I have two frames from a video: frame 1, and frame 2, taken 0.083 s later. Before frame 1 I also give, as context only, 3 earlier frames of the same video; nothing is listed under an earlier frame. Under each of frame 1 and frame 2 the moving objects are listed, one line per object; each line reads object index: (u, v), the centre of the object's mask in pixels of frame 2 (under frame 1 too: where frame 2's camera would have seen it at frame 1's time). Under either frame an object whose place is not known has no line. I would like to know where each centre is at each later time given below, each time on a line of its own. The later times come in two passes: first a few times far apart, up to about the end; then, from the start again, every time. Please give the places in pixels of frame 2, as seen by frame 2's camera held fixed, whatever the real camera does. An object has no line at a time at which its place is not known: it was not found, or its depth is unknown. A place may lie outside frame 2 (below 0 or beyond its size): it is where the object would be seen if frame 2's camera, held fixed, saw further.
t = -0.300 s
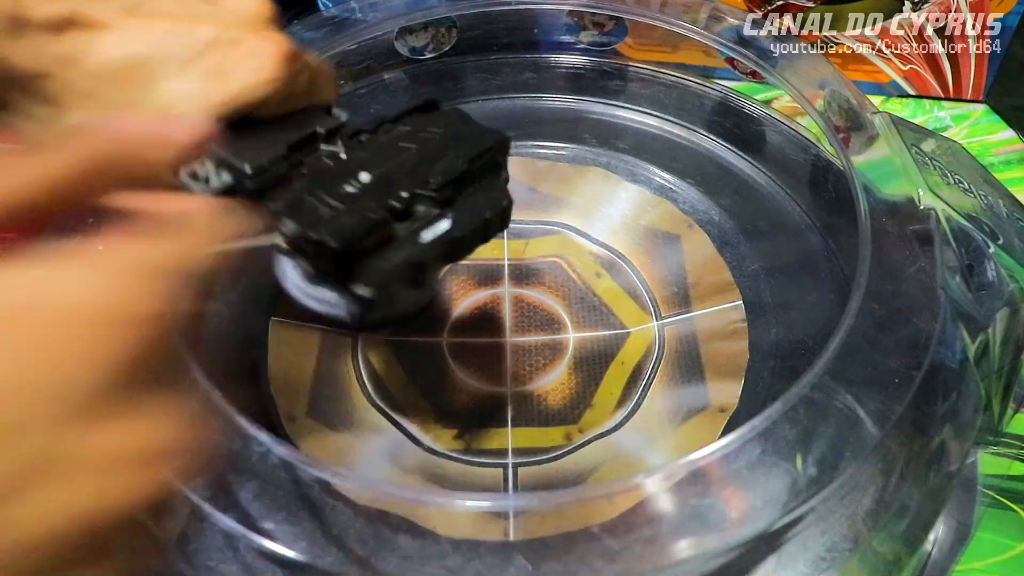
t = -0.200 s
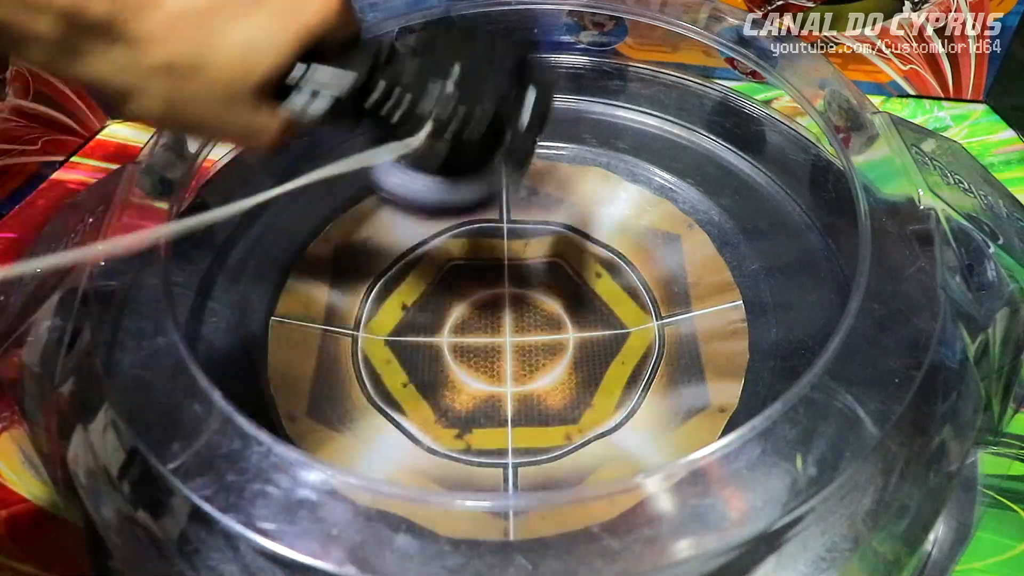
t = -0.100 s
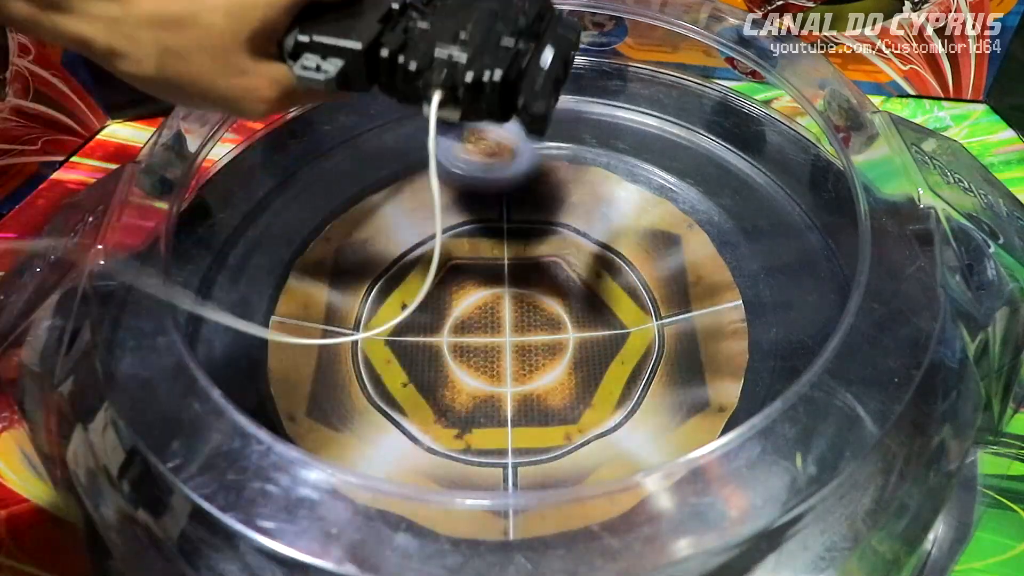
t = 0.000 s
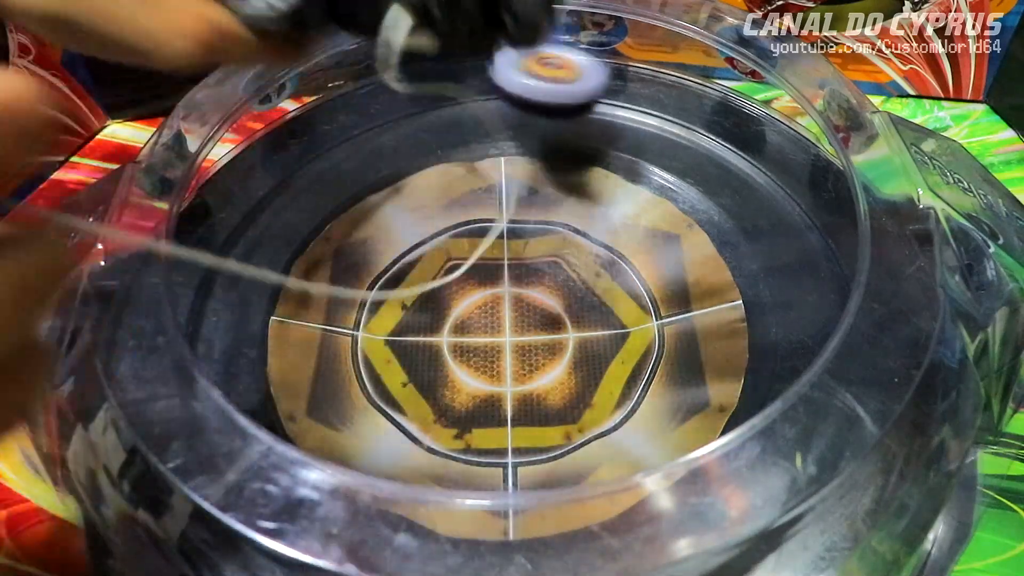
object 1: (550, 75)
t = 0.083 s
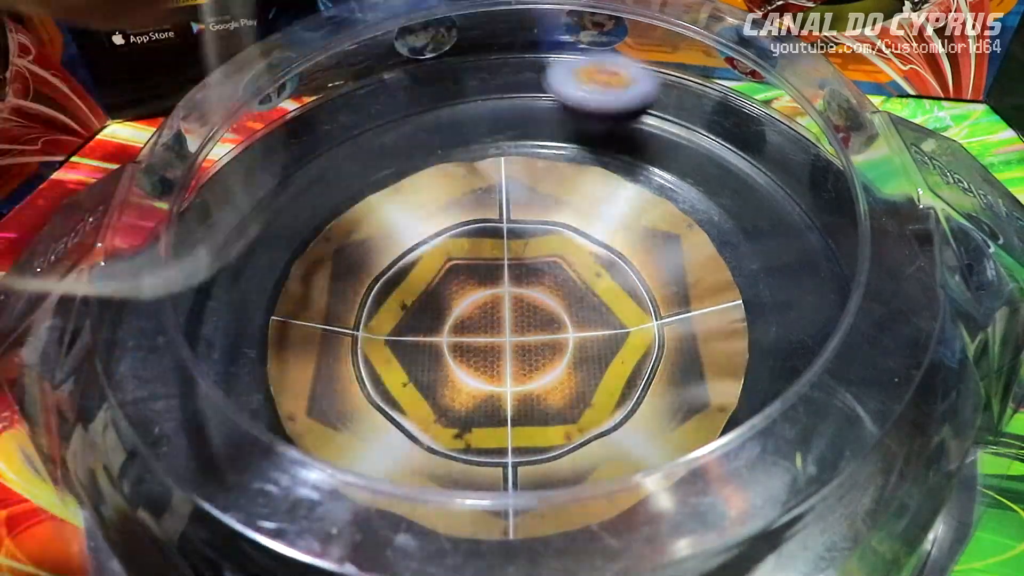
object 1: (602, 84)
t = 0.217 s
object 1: (679, 89)
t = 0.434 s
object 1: (811, 220)
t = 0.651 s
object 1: (875, 415)
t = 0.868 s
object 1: (728, 535)
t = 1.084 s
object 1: (662, 550)
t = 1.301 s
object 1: (755, 524)
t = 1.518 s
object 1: (835, 464)
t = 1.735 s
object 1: (875, 387)
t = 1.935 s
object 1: (786, 327)
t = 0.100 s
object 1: (612, 74)
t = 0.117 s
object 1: (622, 68)
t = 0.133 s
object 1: (635, 66)
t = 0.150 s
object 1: (644, 68)
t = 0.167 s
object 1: (654, 75)
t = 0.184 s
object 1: (663, 85)
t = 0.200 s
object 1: (671, 87)
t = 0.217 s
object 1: (679, 89)
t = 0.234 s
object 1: (688, 95)
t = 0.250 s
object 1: (697, 107)
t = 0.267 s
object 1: (704, 121)
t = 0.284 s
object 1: (713, 130)
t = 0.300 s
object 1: (723, 135)
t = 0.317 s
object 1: (734, 142)
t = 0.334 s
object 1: (745, 156)
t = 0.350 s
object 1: (754, 169)
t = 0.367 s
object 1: (765, 176)
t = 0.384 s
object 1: (778, 186)
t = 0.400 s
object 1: (788, 199)
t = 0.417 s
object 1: (798, 209)
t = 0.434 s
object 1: (811, 220)
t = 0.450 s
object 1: (824, 232)
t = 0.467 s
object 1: (841, 244)
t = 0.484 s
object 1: (852, 255)
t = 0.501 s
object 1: (859, 267)
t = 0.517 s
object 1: (865, 283)
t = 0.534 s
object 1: (872, 297)
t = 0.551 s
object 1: (873, 312)
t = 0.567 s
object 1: (877, 328)
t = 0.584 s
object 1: (879, 344)
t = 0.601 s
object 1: (878, 362)
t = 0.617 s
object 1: (878, 378)
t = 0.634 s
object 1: (874, 395)
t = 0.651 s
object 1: (875, 415)
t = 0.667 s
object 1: (870, 432)
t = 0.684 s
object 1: (857, 443)
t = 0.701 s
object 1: (843, 453)
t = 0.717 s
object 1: (831, 466)
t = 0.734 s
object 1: (820, 478)
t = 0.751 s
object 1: (807, 492)
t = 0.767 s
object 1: (795, 500)
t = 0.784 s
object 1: (785, 508)
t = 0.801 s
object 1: (774, 515)
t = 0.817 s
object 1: (763, 521)
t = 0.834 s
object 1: (754, 526)
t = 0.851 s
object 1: (744, 532)
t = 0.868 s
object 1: (728, 535)
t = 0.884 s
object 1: (713, 536)
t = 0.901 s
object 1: (702, 538)
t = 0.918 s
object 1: (694, 541)
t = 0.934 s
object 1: (684, 542)
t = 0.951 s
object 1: (677, 544)
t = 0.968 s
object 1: (671, 546)
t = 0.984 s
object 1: (667, 547)
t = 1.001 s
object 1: (662, 548)
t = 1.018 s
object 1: (658, 548)
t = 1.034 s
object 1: (658, 549)
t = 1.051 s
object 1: (657, 549)
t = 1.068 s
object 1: (658, 549)
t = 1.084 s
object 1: (662, 550)
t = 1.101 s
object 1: (664, 547)
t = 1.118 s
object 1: (669, 545)
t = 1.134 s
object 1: (675, 546)
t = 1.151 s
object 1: (681, 542)
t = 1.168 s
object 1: (687, 541)
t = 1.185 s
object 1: (694, 540)
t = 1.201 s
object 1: (704, 538)
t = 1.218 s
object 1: (712, 537)
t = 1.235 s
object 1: (723, 536)
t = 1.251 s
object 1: (735, 535)
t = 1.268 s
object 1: (742, 530)
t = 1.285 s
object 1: (749, 526)
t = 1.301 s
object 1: (755, 524)
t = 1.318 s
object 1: (761, 521)
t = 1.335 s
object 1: (769, 517)
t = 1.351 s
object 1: (773, 513)
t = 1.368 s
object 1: (781, 509)
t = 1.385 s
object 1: (788, 505)
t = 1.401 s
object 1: (794, 501)
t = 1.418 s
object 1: (801, 498)
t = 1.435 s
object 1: (805, 491)
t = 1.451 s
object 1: (814, 486)
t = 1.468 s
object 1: (820, 480)
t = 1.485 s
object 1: (824, 475)
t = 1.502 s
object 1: (830, 469)
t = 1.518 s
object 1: (835, 464)
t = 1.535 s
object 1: (838, 456)
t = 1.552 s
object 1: (844, 451)
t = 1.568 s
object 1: (851, 445)
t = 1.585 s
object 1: (857, 440)
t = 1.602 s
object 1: (863, 435)
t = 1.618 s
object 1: (870, 430)
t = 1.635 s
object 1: (871, 423)
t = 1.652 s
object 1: (875, 417)
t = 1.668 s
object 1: (875, 410)
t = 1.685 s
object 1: (878, 404)
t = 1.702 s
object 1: (880, 397)
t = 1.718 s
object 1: (880, 393)
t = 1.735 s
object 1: (875, 387)
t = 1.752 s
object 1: (872, 382)
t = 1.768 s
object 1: (869, 377)
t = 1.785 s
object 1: (864, 373)
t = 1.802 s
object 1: (856, 369)
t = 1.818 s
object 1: (846, 367)
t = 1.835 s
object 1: (839, 361)
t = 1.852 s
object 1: (826, 354)
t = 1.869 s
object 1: (819, 349)
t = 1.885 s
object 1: (809, 343)
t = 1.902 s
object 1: (802, 338)
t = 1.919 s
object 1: (783, 328)
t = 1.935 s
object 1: (786, 327)
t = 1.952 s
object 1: (775, 322)
